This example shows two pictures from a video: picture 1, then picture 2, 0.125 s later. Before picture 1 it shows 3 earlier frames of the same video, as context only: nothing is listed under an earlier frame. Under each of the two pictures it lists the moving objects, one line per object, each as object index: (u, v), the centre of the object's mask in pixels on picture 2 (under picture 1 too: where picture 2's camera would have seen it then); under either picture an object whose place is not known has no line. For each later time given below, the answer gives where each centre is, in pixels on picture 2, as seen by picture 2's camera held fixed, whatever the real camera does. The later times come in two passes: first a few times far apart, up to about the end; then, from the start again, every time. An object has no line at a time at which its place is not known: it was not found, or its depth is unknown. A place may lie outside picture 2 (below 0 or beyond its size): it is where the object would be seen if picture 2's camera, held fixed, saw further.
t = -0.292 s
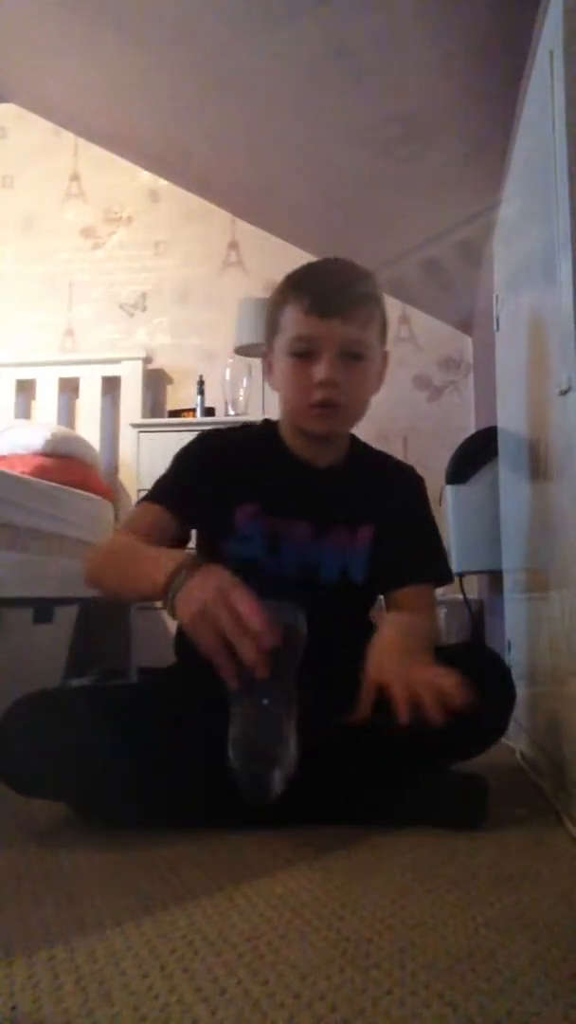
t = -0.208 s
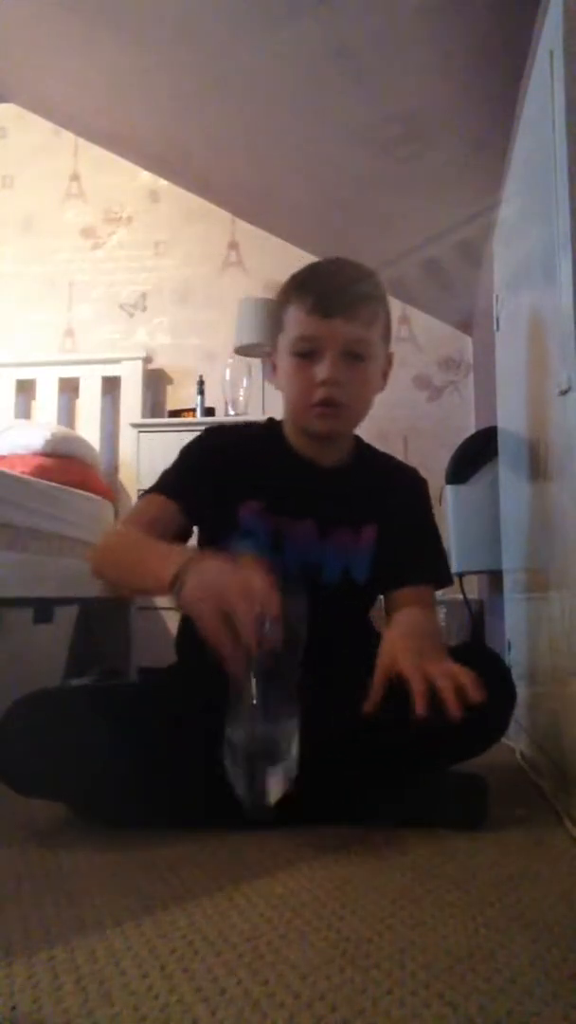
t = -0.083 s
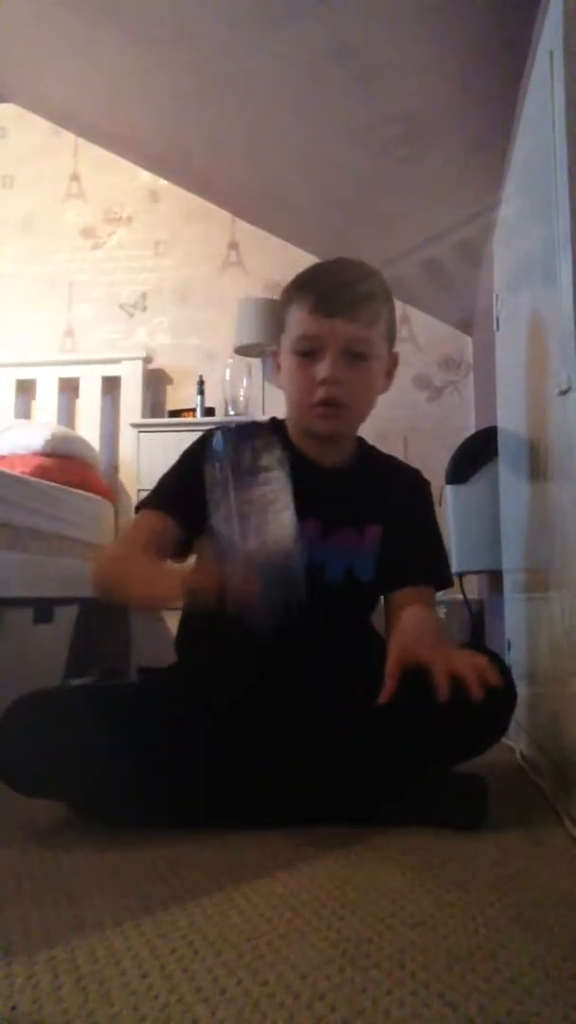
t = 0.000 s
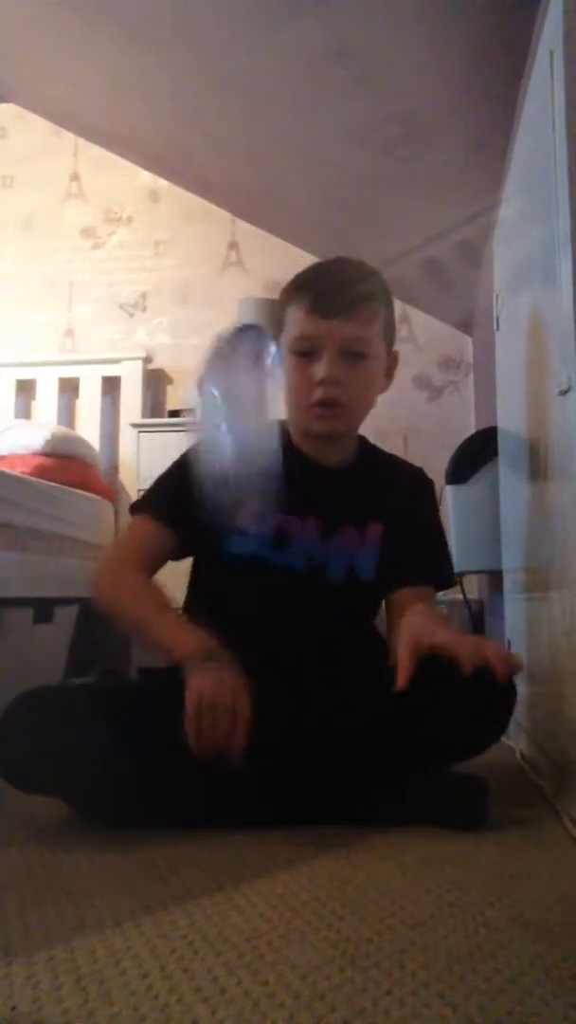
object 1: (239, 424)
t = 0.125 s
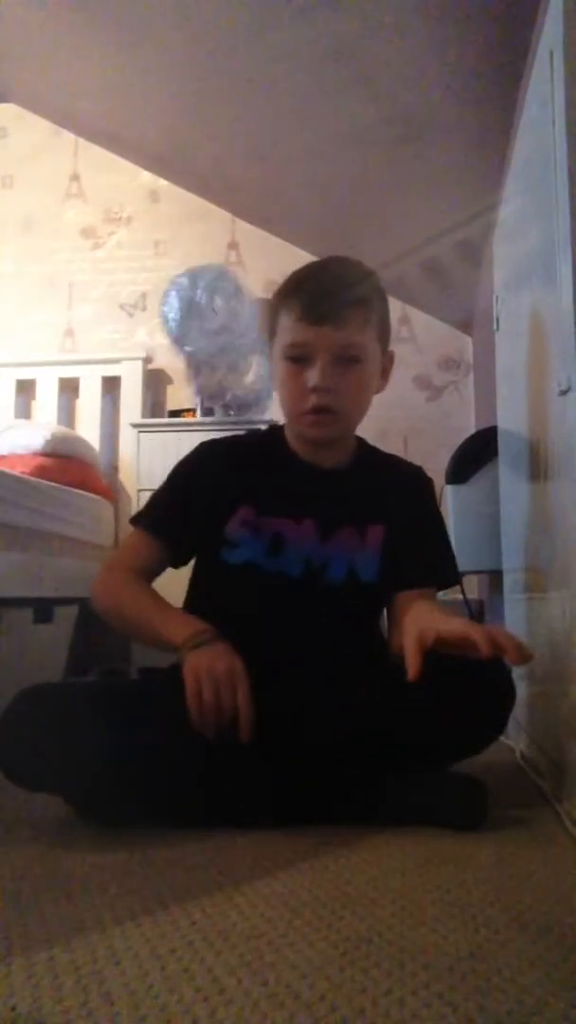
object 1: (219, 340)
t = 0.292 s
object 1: (201, 623)
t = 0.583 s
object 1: (124, 839)
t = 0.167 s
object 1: (214, 379)
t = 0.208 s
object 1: (207, 440)
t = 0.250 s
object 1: (208, 527)
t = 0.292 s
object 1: (201, 623)
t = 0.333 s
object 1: (193, 740)
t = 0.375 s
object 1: (180, 776)
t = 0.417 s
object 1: (170, 782)
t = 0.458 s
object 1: (159, 790)
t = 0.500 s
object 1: (144, 803)
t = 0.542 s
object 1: (136, 835)
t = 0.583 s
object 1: (124, 839)
